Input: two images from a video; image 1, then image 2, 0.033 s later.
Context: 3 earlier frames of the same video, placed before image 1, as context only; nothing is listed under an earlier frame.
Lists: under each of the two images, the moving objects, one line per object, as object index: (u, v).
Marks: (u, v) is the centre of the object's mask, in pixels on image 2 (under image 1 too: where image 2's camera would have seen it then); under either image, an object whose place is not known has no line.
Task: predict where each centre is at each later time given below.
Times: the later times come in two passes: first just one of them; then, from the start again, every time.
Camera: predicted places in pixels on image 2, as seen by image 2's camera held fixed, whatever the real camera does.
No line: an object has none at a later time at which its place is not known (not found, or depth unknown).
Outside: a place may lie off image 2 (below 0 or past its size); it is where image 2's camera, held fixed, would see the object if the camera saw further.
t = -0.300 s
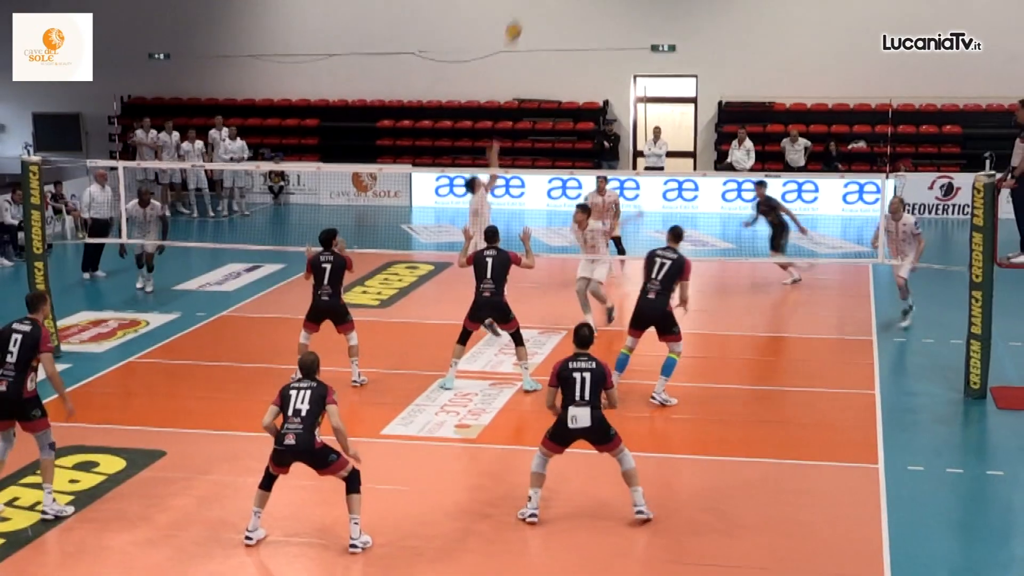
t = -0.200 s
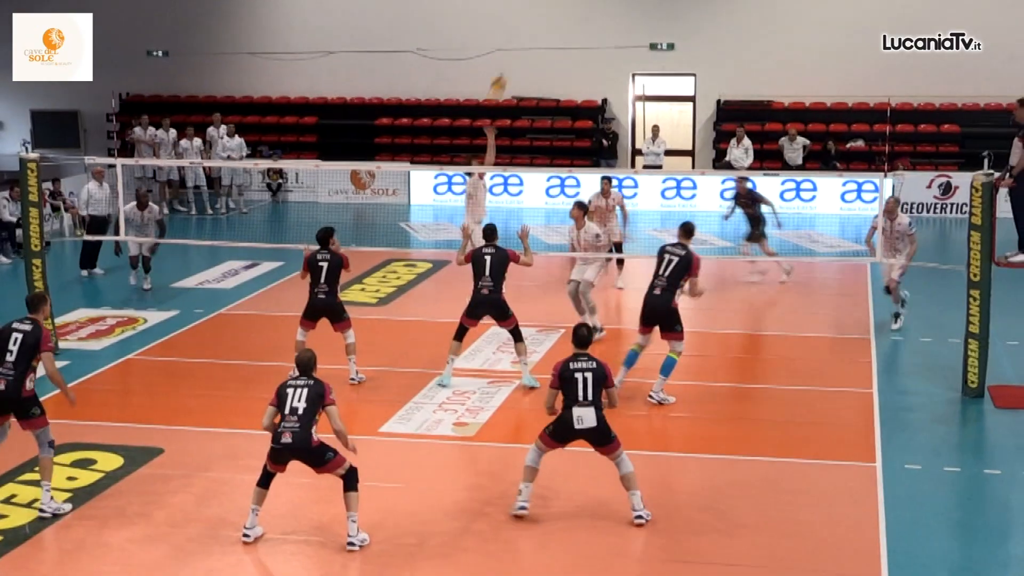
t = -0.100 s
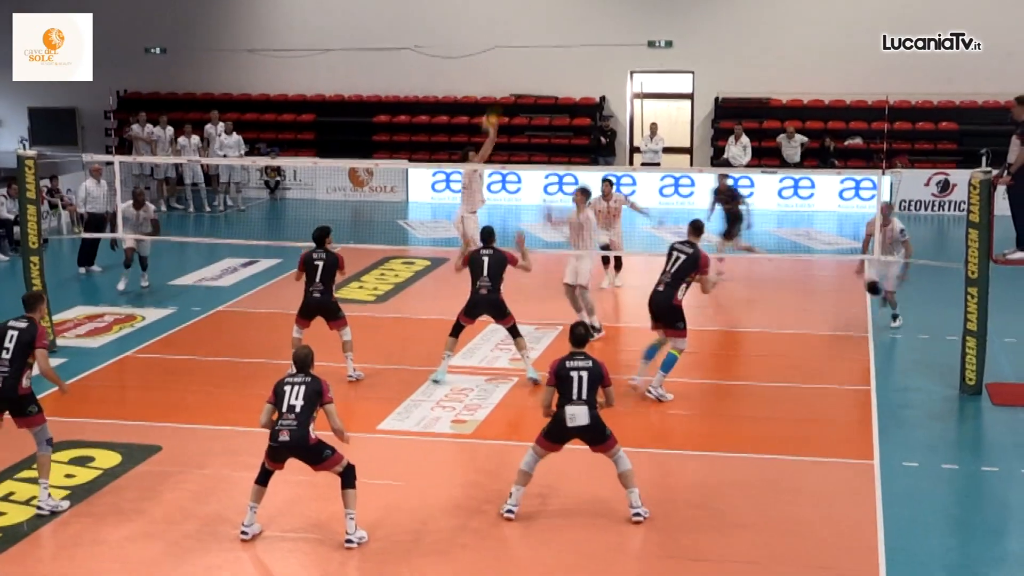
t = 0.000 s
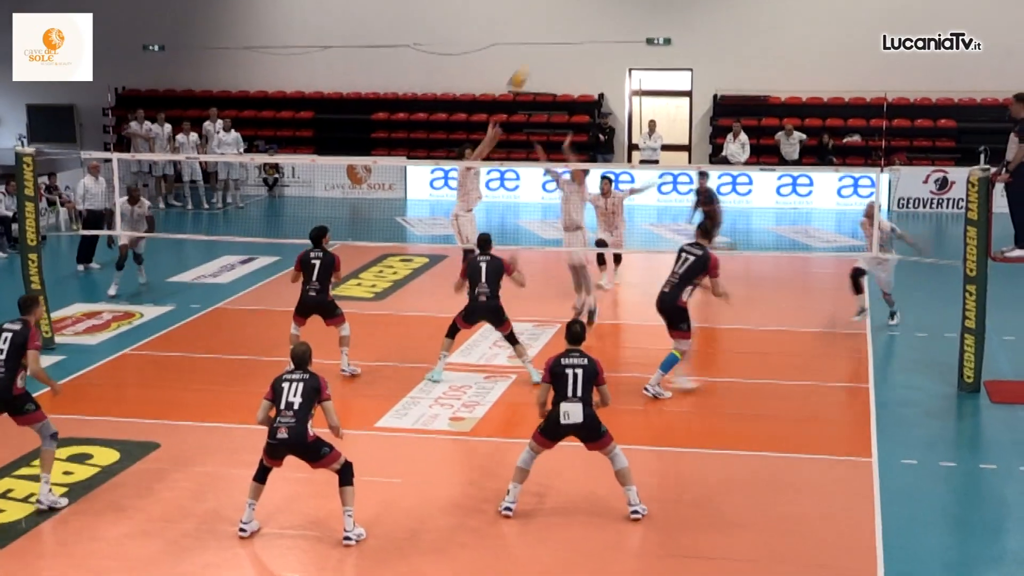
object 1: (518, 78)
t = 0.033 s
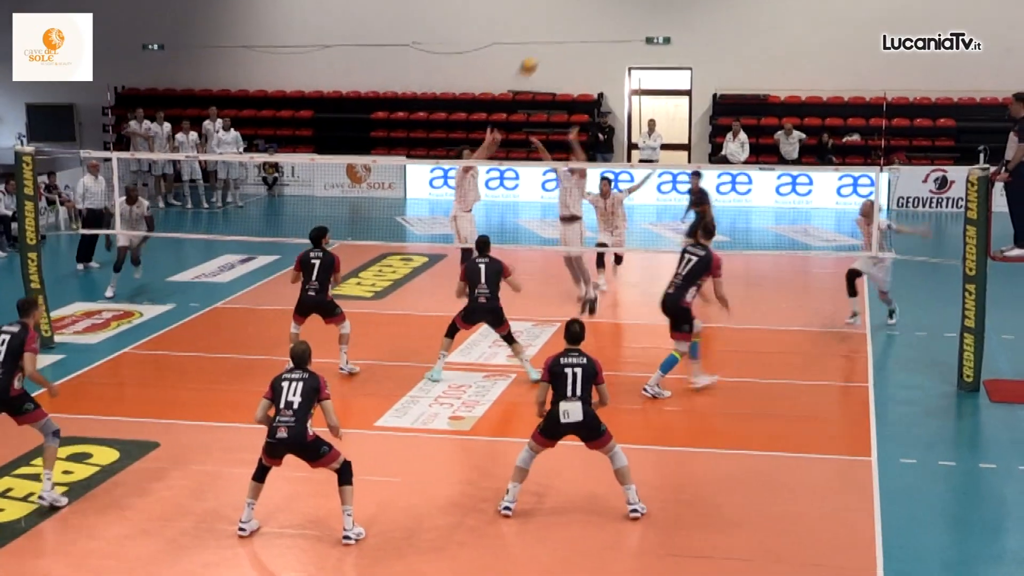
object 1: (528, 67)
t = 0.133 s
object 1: (557, 36)
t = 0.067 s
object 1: (537, 57)
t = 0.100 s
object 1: (547, 46)
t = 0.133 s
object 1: (557, 36)
